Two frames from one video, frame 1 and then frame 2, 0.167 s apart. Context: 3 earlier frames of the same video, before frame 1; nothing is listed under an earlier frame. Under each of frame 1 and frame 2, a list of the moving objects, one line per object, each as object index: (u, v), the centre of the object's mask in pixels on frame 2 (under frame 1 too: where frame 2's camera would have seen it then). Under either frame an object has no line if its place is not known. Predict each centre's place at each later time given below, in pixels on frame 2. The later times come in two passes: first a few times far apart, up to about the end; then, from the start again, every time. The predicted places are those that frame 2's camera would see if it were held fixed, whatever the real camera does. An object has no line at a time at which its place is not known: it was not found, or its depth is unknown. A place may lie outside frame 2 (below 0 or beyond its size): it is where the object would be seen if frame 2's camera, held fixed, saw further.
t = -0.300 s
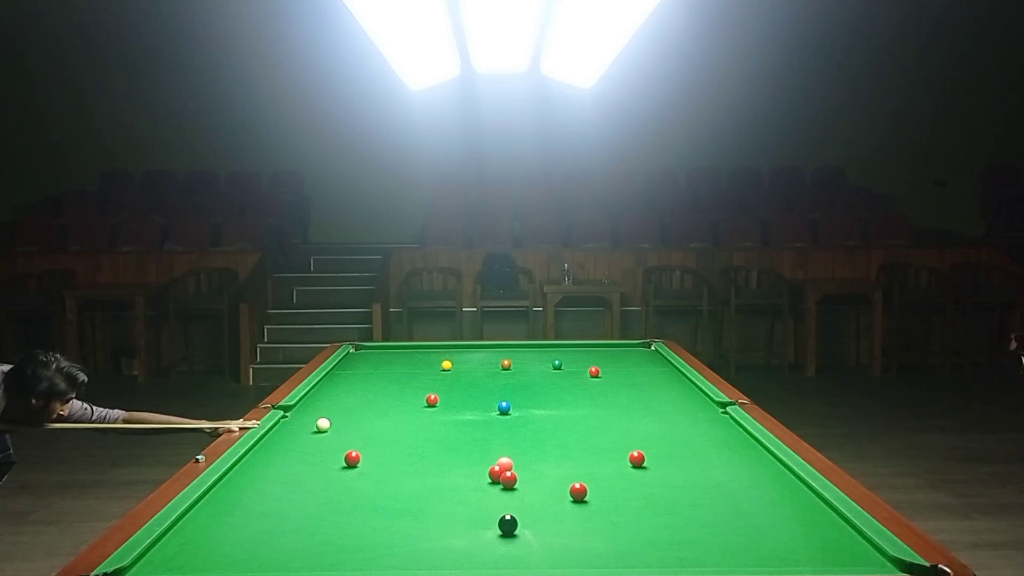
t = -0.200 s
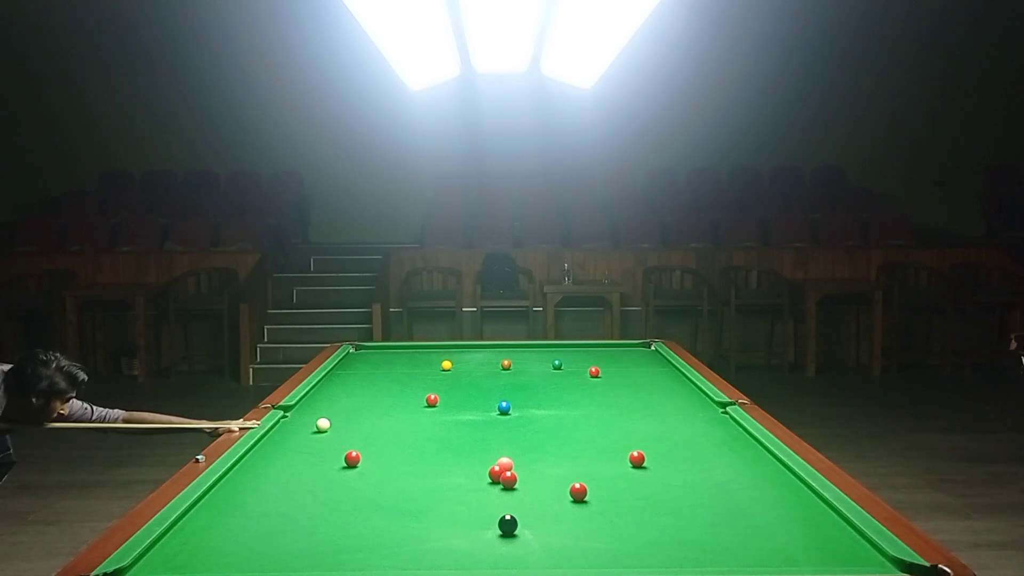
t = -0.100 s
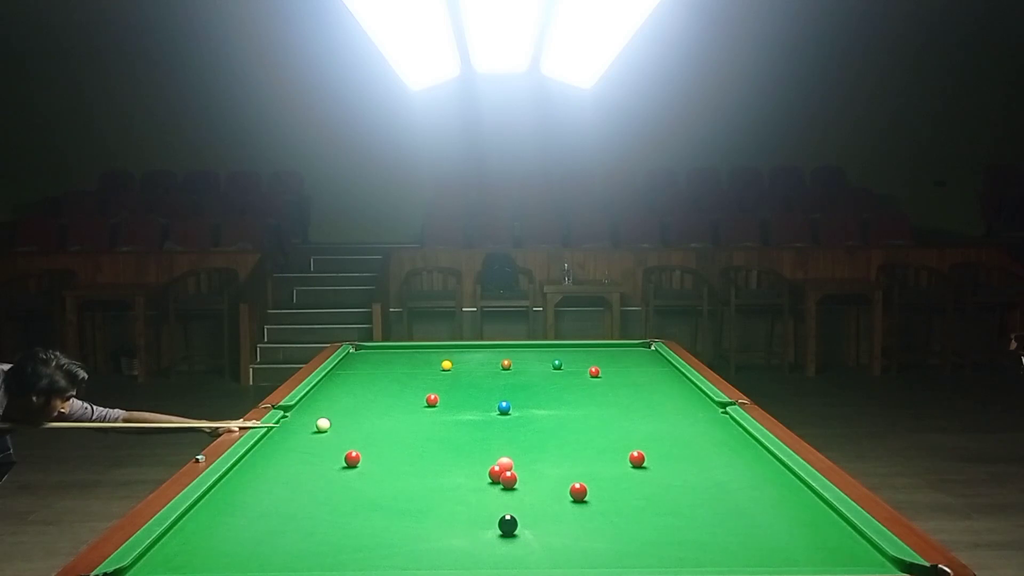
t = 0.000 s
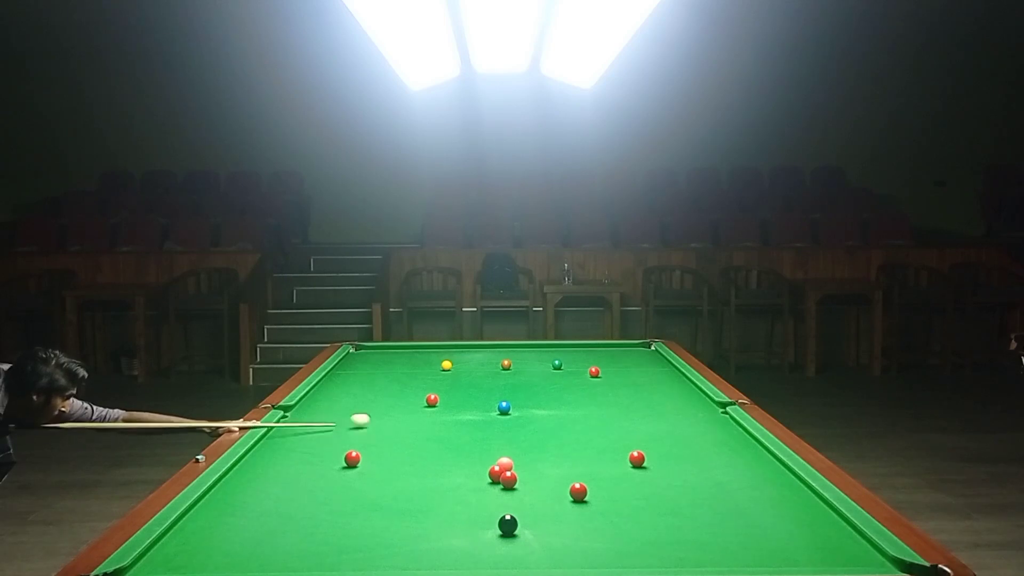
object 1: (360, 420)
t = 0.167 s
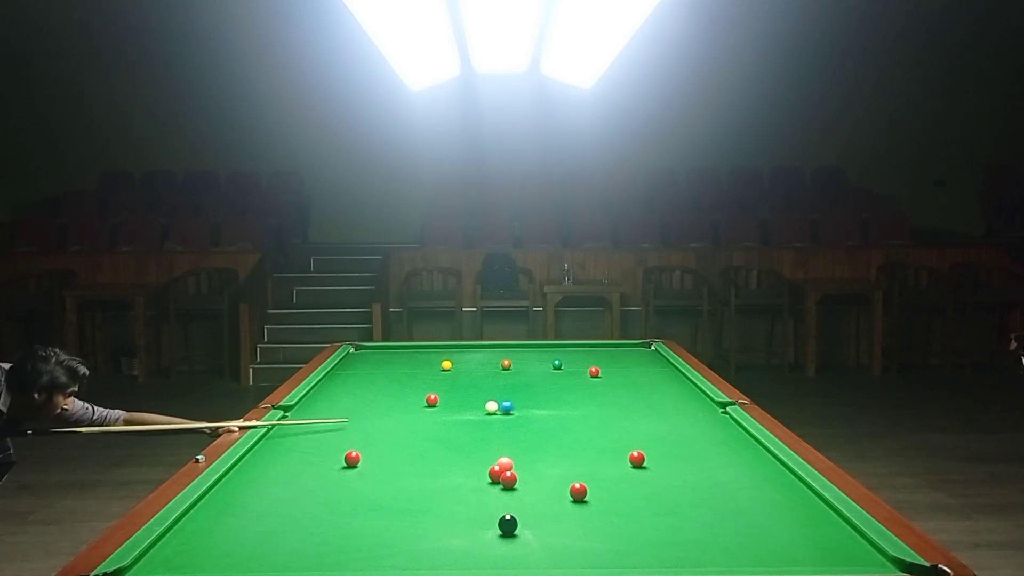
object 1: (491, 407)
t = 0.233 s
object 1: (493, 403)
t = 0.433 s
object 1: (502, 394)
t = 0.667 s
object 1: (511, 385)
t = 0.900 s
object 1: (520, 377)
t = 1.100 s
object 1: (526, 370)
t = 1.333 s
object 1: (533, 364)
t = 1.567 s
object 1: (540, 358)
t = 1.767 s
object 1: (545, 353)
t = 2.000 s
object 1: (550, 348)
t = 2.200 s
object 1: (554, 345)
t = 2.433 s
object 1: (556, 349)
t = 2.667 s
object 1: (559, 352)
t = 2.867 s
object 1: (561, 354)
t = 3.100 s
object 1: (563, 357)
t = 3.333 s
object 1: (565, 360)
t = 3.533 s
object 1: (567, 363)
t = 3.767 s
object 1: (569, 366)
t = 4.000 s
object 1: (571, 369)
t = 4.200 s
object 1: (572, 372)
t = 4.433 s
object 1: (574, 375)
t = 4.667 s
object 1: (576, 378)
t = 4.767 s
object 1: (577, 379)
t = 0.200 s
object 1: (492, 405)
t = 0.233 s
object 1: (493, 403)
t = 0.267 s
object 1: (494, 402)
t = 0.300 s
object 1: (496, 400)
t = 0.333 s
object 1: (497, 399)
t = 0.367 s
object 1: (499, 397)
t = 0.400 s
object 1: (500, 396)
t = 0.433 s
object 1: (502, 394)
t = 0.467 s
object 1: (503, 393)
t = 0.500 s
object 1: (504, 391)
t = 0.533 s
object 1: (506, 390)
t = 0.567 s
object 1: (507, 389)
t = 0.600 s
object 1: (509, 387)
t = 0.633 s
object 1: (510, 386)
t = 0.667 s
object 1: (511, 385)
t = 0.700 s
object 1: (512, 384)
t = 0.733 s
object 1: (513, 383)
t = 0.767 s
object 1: (515, 382)
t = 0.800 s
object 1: (516, 380)
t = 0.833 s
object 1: (517, 379)
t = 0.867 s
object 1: (518, 378)
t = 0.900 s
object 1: (520, 377)
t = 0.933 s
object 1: (521, 376)
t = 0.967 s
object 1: (522, 375)
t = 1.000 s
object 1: (523, 374)
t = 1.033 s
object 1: (524, 373)
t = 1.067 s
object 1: (525, 371)
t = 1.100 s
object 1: (526, 370)
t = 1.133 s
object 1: (527, 369)
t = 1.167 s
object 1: (528, 368)
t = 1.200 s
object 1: (529, 367)
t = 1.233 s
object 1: (530, 366)
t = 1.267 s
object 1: (531, 366)
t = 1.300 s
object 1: (532, 365)
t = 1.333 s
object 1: (533, 364)
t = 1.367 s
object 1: (534, 363)
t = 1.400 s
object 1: (535, 362)
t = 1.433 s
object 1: (536, 361)
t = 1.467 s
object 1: (537, 360)
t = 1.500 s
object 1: (538, 359)
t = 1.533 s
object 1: (539, 359)
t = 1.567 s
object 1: (540, 358)
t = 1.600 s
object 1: (540, 357)
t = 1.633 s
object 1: (541, 356)
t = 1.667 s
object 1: (542, 355)
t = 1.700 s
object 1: (543, 355)
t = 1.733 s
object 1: (544, 354)
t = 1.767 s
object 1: (545, 353)
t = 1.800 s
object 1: (546, 352)
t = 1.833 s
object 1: (546, 352)
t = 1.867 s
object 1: (547, 351)
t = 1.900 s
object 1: (548, 350)
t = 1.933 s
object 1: (549, 349)
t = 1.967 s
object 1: (549, 349)
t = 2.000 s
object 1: (550, 348)
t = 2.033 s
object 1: (551, 347)
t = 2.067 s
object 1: (552, 347)
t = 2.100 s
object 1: (552, 346)
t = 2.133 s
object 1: (553, 345)
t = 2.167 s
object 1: (554, 345)
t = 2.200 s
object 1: (554, 345)
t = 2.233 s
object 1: (554, 346)
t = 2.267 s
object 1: (555, 346)
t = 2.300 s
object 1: (555, 347)
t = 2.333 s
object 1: (555, 347)
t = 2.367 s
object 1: (556, 347)
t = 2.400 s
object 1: (556, 348)
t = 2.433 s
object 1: (556, 349)
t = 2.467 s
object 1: (557, 349)
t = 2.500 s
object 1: (557, 349)
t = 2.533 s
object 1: (557, 350)
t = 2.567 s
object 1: (558, 350)
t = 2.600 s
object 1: (558, 351)
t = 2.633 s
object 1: (558, 351)
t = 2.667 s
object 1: (559, 352)
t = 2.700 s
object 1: (559, 352)
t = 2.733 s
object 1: (559, 353)
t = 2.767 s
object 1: (560, 353)
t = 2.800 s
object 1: (560, 353)
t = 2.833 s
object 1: (560, 354)
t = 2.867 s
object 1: (561, 354)
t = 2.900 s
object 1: (561, 355)
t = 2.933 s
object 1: (561, 355)
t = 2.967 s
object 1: (562, 355)
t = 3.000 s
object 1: (562, 356)
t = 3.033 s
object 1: (562, 356)
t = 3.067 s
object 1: (563, 357)
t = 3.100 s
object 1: (563, 357)
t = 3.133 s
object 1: (563, 358)
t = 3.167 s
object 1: (563, 358)
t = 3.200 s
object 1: (564, 359)
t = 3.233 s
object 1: (564, 359)
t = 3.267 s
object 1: (564, 359)
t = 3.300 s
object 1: (565, 360)
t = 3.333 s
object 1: (565, 360)
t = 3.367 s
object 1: (565, 361)
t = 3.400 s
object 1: (566, 361)
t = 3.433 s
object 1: (566, 362)
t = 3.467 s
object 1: (566, 362)
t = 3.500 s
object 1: (566, 363)
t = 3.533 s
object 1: (567, 363)
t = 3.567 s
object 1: (567, 364)
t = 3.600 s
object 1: (567, 364)
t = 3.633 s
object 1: (568, 364)
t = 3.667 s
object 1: (568, 365)
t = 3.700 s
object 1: (568, 365)
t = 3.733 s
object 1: (568, 366)
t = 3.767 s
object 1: (569, 366)
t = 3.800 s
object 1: (569, 367)
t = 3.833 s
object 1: (569, 367)
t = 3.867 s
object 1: (570, 368)
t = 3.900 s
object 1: (570, 368)
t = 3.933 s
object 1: (570, 368)
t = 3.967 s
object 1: (570, 369)
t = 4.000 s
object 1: (571, 369)
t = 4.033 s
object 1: (571, 370)
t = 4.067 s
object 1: (571, 370)
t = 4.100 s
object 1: (572, 371)
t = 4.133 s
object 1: (572, 371)
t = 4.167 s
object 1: (572, 371)
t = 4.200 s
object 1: (572, 372)
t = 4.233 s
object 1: (573, 372)
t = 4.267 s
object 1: (573, 373)
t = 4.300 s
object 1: (573, 373)
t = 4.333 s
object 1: (574, 374)
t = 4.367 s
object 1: (574, 374)
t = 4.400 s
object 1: (574, 374)
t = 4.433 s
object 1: (574, 375)
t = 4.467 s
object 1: (574, 375)
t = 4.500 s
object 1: (575, 375)
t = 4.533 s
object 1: (575, 376)
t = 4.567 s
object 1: (575, 376)
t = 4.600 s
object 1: (575, 377)
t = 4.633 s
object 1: (576, 377)
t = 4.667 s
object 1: (576, 378)
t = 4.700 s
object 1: (576, 378)
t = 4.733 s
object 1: (576, 378)
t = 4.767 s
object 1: (577, 379)
